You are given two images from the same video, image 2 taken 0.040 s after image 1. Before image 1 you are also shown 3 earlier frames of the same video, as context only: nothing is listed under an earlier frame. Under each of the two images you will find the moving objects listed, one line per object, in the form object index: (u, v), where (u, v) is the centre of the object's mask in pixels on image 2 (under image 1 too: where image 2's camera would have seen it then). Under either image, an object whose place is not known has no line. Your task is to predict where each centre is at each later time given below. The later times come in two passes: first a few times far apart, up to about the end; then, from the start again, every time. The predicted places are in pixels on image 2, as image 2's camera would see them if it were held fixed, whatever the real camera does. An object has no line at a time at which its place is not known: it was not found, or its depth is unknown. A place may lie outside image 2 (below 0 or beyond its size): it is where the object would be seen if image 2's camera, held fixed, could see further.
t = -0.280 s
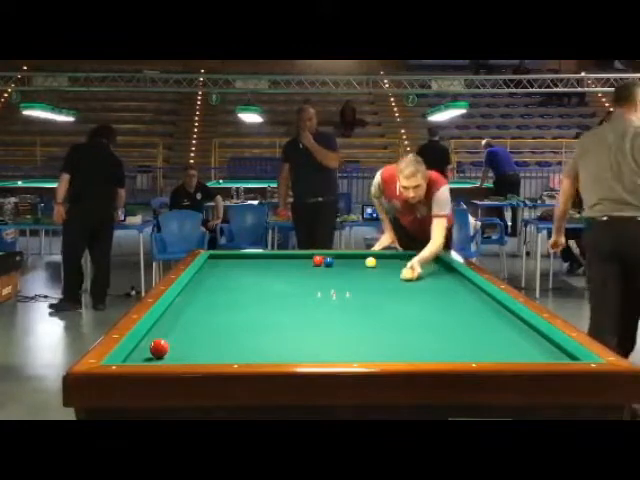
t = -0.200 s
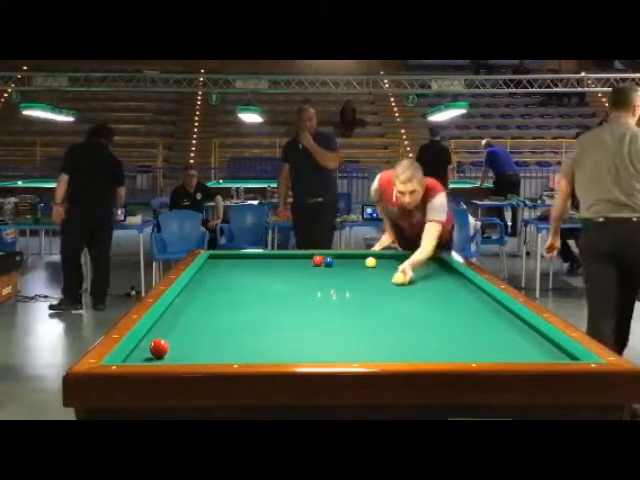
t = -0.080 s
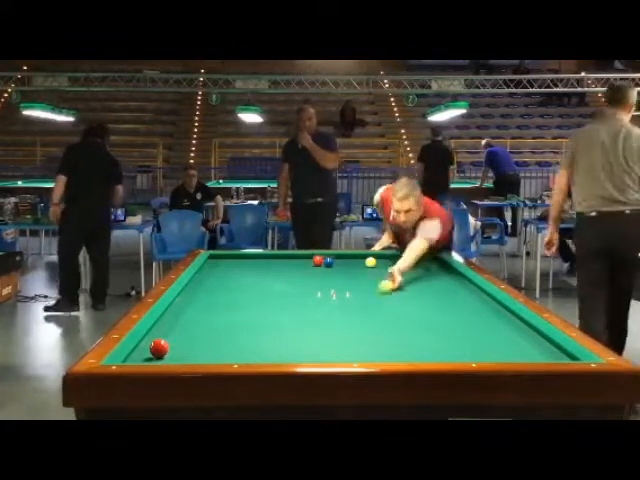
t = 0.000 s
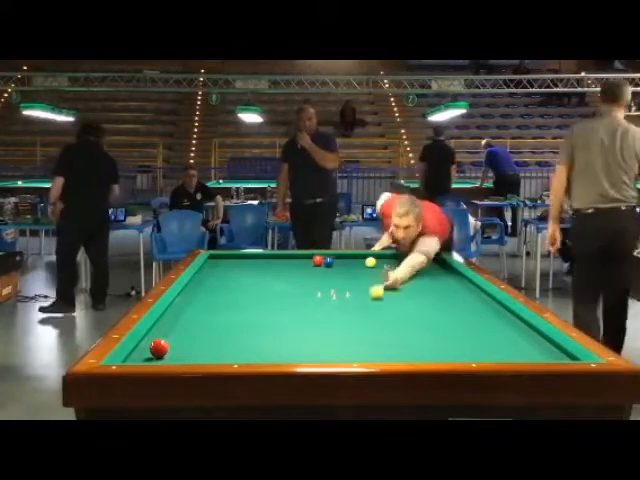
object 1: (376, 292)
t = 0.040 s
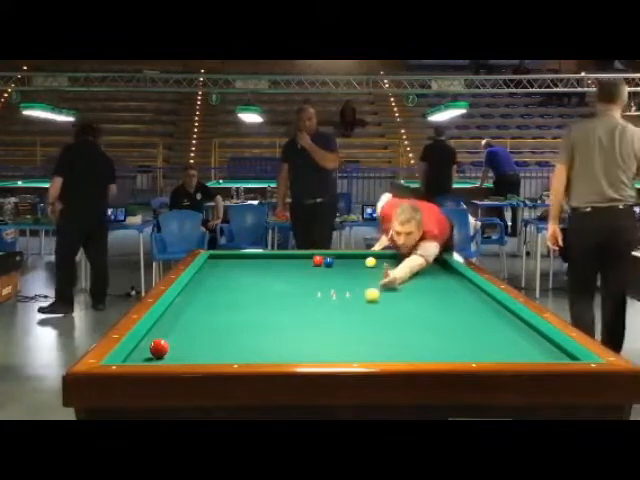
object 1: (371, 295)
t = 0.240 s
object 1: (348, 308)
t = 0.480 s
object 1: (315, 326)
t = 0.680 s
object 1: (283, 343)
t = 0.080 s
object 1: (367, 297)
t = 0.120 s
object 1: (362, 300)
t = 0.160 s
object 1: (359, 303)
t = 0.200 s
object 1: (353, 305)
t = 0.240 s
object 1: (348, 308)
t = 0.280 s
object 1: (343, 311)
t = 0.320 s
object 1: (338, 313)
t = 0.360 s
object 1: (333, 316)
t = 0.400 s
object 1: (327, 320)
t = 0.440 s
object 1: (322, 322)
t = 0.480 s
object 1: (315, 326)
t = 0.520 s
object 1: (310, 329)
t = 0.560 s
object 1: (303, 332)
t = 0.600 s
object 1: (297, 336)
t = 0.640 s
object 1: (290, 340)
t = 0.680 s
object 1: (283, 343)
